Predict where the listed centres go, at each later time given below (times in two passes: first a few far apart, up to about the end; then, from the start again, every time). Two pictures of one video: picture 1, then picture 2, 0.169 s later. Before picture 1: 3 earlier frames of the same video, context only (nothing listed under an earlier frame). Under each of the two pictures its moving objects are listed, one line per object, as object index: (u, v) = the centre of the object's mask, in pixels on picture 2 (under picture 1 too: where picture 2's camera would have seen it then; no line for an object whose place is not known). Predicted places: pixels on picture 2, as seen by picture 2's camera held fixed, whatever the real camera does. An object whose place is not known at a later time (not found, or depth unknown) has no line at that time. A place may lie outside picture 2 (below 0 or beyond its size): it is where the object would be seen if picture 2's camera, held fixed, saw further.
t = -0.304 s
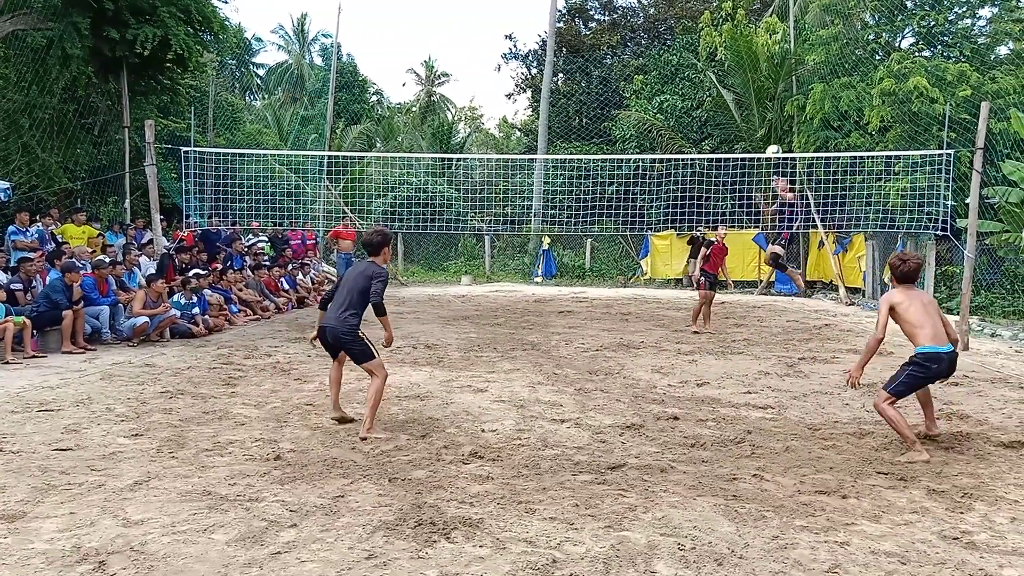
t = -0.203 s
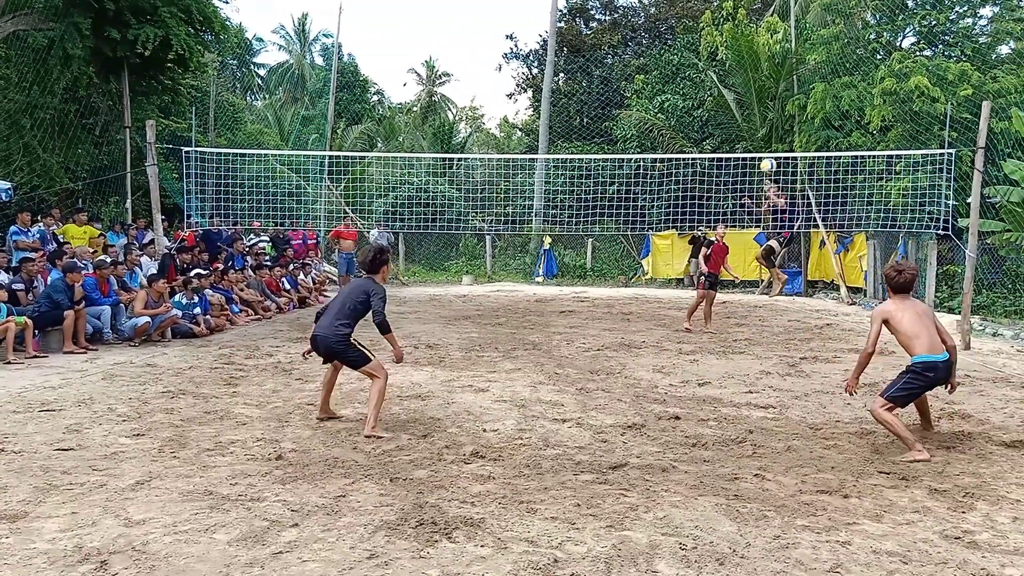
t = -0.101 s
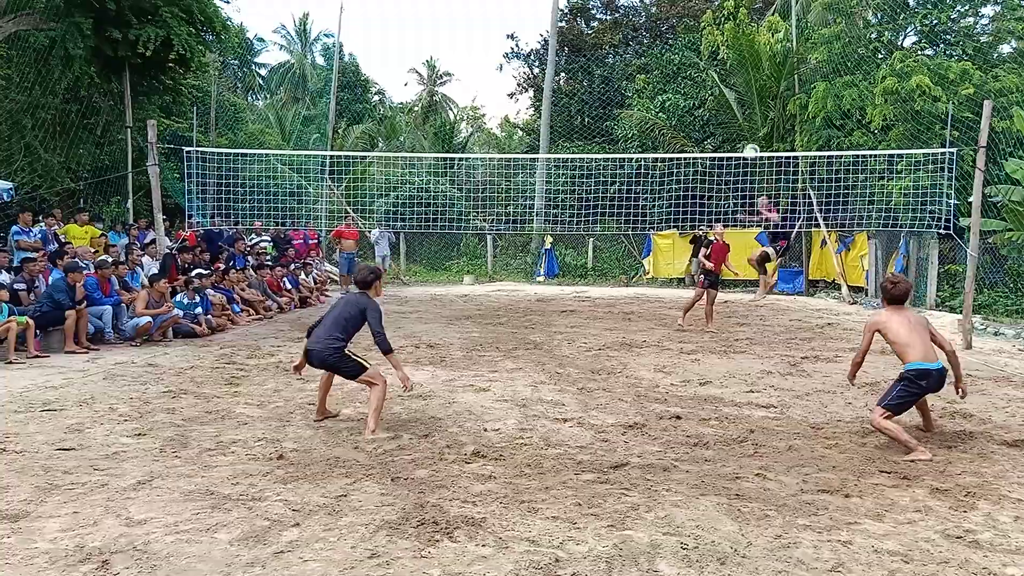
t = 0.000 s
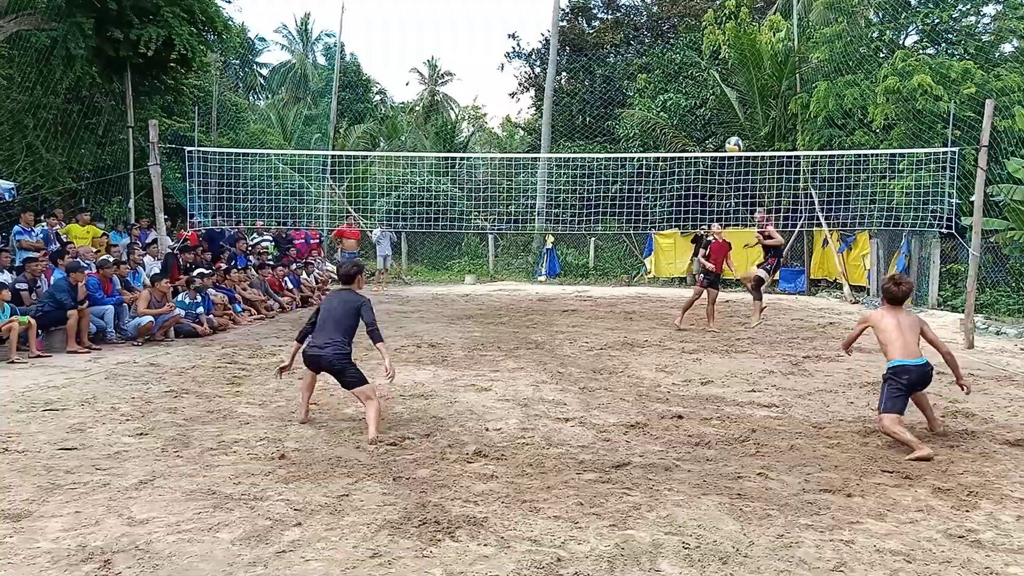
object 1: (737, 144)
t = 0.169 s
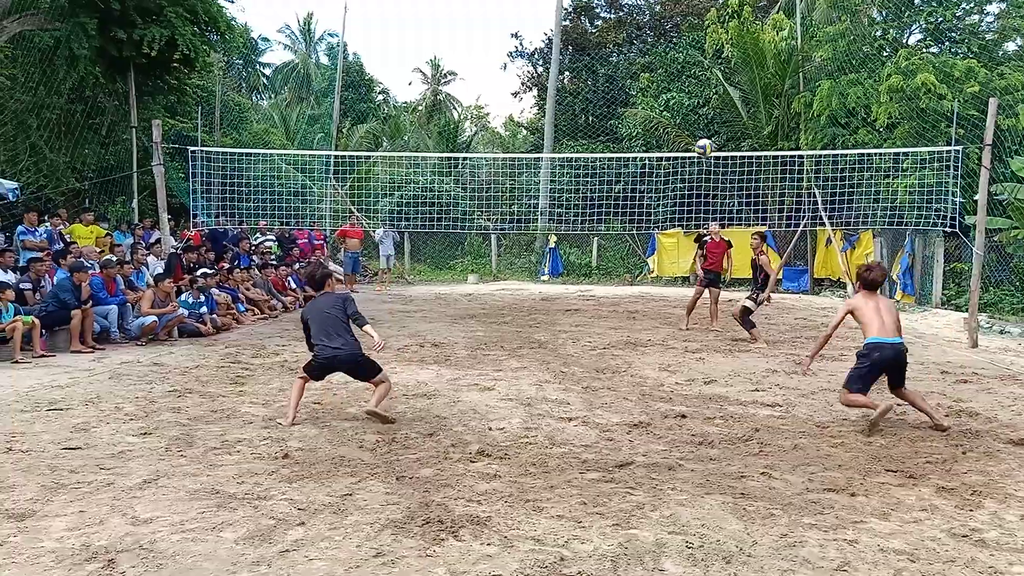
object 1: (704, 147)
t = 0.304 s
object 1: (677, 165)
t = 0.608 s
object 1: (612, 272)
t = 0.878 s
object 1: (567, 326)
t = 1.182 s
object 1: (543, 274)
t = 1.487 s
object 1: (514, 316)
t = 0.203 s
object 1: (697, 150)
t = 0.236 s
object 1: (690, 154)
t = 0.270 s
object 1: (684, 159)
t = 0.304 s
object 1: (677, 165)
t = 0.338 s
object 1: (671, 172)
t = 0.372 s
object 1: (663, 181)
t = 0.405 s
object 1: (656, 191)
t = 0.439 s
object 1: (649, 201)
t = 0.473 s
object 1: (642, 213)
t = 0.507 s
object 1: (634, 226)
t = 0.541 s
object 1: (627, 240)
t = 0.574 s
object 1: (620, 256)
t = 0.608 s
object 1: (612, 272)
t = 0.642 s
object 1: (604, 290)
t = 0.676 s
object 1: (596, 308)
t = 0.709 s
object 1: (588, 329)
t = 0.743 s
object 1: (580, 351)
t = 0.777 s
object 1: (575, 361)
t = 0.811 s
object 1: (572, 348)
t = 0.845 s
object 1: (570, 336)
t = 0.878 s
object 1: (567, 326)
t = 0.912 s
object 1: (565, 316)
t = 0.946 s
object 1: (562, 307)
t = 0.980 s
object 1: (560, 300)
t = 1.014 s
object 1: (557, 292)
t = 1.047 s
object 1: (555, 286)
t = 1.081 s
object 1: (552, 281)
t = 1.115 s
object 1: (549, 278)
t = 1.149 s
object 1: (546, 275)
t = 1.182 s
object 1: (543, 274)
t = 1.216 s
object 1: (540, 273)
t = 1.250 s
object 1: (537, 274)
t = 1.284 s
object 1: (534, 276)
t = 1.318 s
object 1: (531, 279)
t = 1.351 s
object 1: (528, 284)
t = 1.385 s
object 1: (524, 290)
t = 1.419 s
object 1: (521, 297)
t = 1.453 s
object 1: (518, 306)
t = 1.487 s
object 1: (514, 316)
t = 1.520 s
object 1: (511, 327)
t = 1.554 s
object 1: (508, 340)
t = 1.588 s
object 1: (505, 354)
